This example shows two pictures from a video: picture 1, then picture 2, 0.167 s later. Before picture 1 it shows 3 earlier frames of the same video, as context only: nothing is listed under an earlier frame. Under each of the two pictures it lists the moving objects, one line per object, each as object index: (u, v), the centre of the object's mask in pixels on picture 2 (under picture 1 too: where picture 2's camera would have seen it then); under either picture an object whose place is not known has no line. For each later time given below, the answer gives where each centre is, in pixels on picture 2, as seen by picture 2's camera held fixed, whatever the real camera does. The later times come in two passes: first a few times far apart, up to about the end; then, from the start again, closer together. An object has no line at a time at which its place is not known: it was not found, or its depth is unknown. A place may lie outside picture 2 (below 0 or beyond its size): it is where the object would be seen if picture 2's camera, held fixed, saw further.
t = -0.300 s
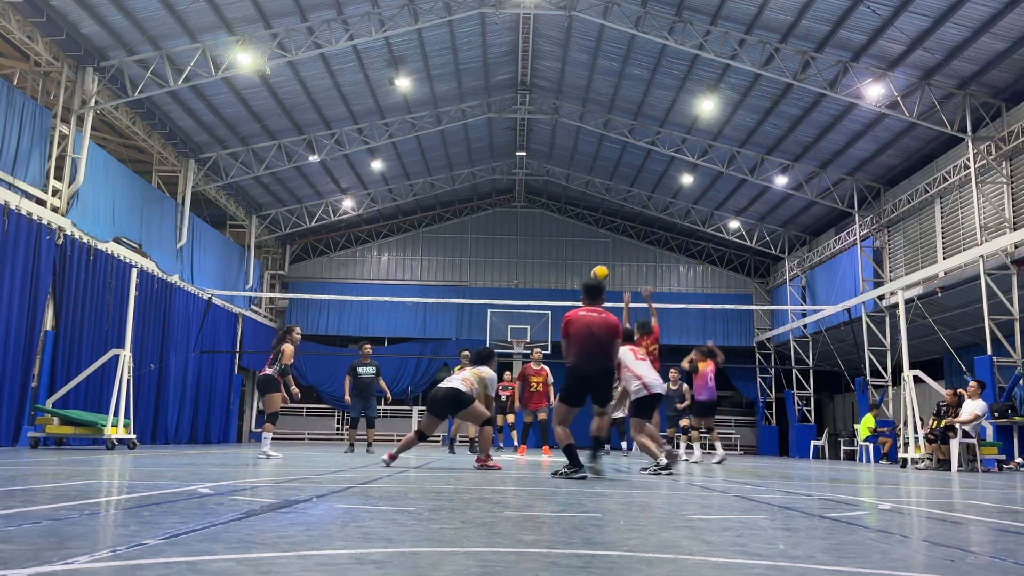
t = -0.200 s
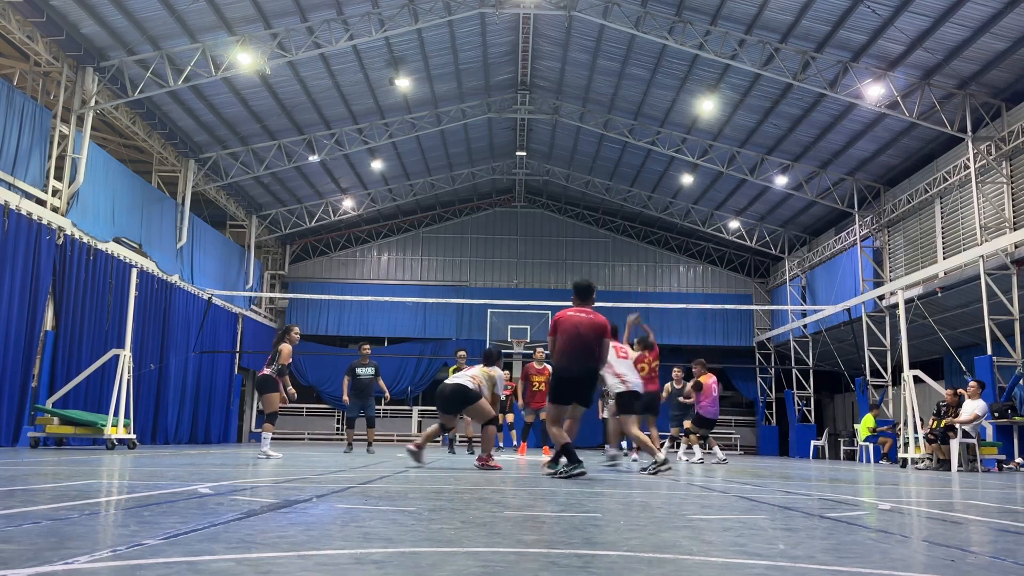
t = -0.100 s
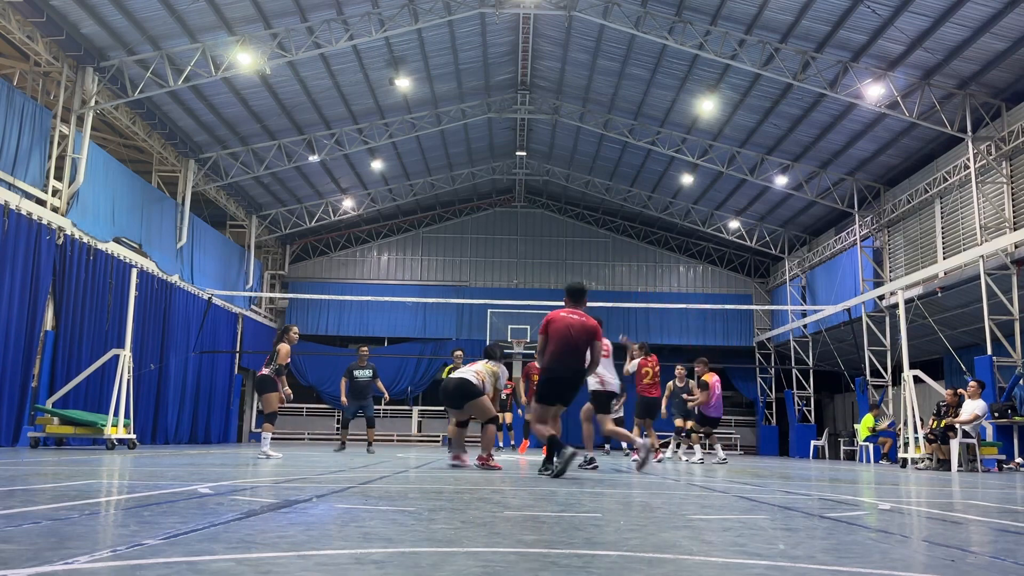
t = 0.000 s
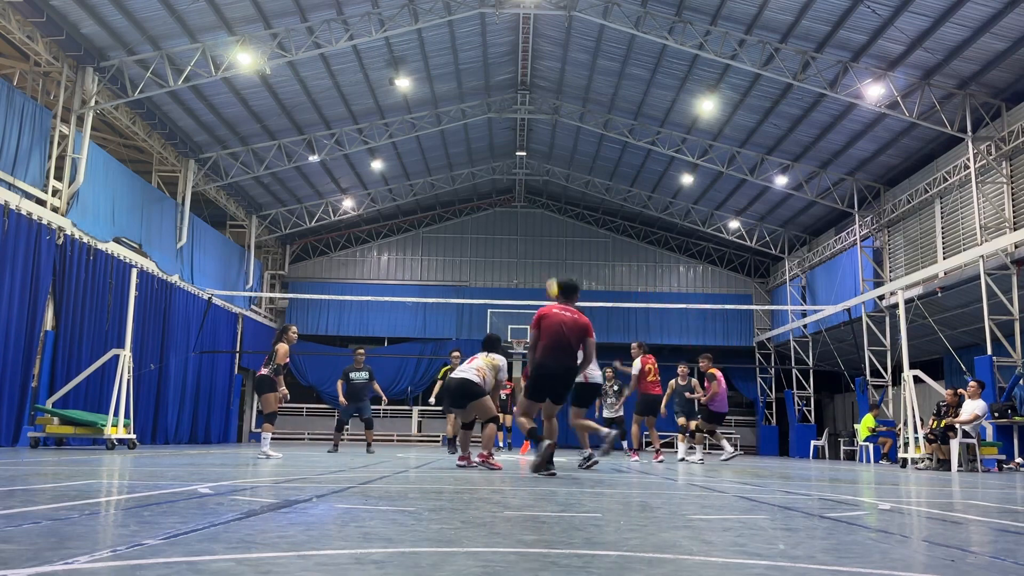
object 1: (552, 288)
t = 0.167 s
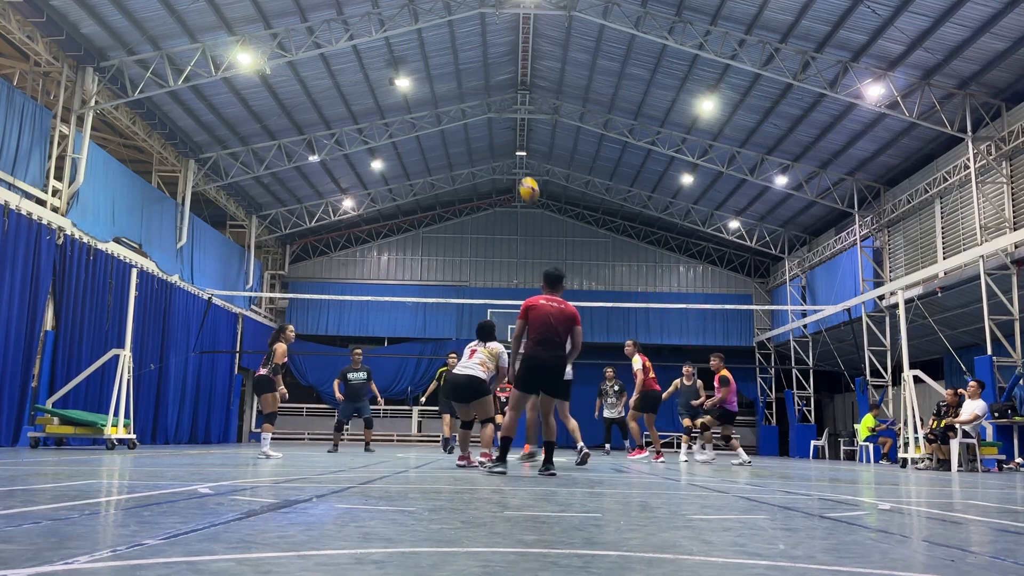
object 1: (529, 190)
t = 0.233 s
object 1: (518, 157)
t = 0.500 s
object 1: (477, 69)
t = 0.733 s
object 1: (443, 43)
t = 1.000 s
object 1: (403, 65)
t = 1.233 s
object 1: (368, 127)
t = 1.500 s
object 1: (328, 249)
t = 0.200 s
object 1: (523, 172)
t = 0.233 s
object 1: (518, 157)
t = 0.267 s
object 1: (513, 142)
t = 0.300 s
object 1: (508, 129)
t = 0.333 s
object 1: (503, 117)
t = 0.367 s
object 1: (497, 105)
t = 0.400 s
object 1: (493, 96)
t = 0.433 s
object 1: (487, 85)
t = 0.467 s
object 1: (483, 78)
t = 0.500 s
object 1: (477, 69)
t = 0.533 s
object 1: (472, 63)
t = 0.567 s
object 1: (467, 57)
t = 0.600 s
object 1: (462, 53)
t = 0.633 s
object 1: (458, 49)
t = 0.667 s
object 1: (452, 46)
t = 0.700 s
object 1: (448, 44)
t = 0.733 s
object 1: (443, 43)
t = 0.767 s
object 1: (438, 43)
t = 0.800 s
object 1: (433, 43)
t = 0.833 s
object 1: (428, 44)
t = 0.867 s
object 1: (423, 47)
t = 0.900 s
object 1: (418, 50)
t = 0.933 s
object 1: (413, 54)
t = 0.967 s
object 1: (408, 59)
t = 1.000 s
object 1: (403, 65)
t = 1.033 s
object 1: (398, 70)
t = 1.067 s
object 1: (393, 77)
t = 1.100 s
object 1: (388, 86)
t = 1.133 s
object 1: (383, 95)
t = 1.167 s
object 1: (378, 106)
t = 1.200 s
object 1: (373, 116)
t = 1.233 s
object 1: (368, 127)
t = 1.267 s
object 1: (363, 141)
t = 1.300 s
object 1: (358, 153)
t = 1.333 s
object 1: (353, 168)
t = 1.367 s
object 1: (348, 183)
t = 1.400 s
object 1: (343, 198)
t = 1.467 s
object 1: (333, 234)
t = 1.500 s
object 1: (328, 249)
